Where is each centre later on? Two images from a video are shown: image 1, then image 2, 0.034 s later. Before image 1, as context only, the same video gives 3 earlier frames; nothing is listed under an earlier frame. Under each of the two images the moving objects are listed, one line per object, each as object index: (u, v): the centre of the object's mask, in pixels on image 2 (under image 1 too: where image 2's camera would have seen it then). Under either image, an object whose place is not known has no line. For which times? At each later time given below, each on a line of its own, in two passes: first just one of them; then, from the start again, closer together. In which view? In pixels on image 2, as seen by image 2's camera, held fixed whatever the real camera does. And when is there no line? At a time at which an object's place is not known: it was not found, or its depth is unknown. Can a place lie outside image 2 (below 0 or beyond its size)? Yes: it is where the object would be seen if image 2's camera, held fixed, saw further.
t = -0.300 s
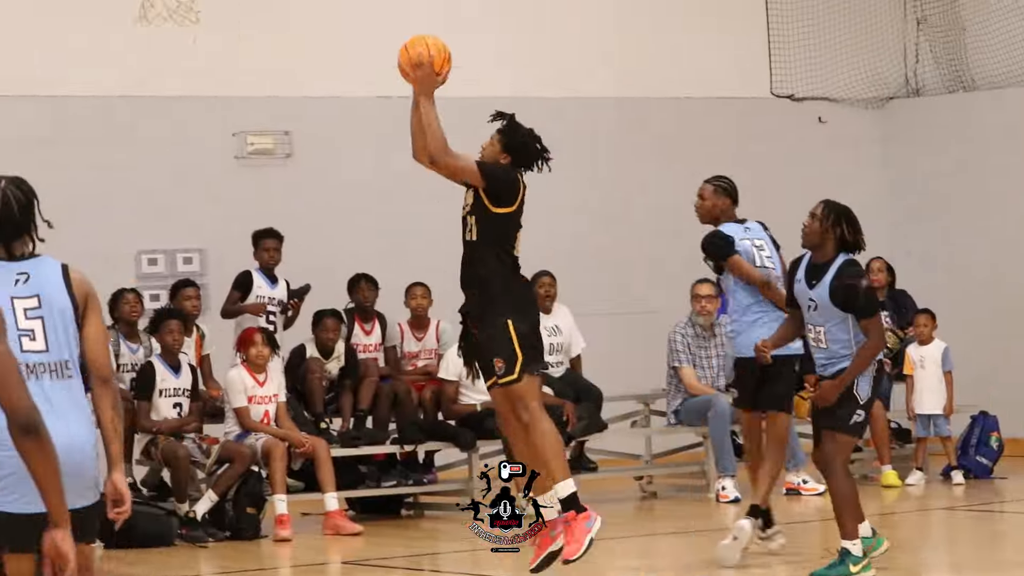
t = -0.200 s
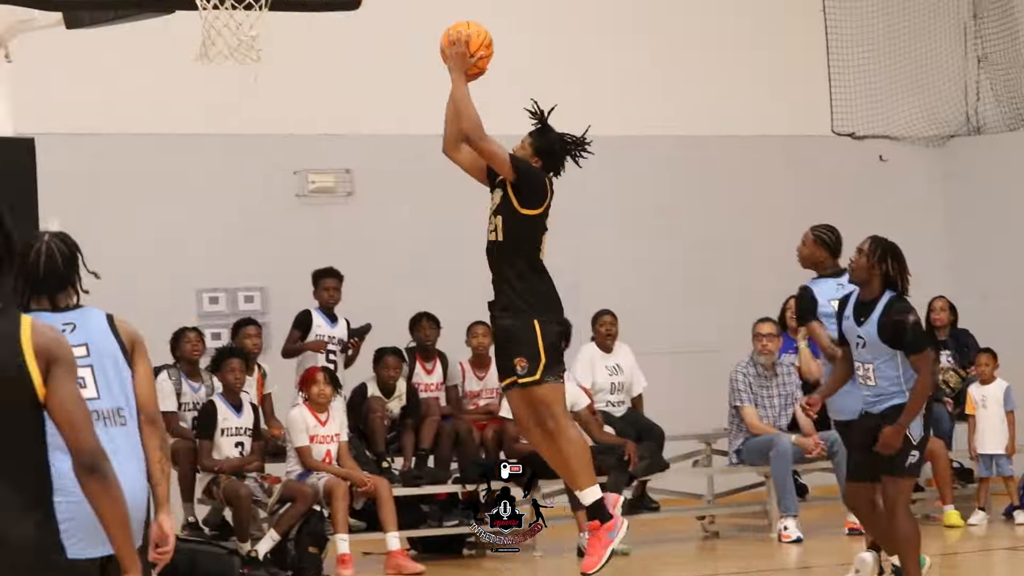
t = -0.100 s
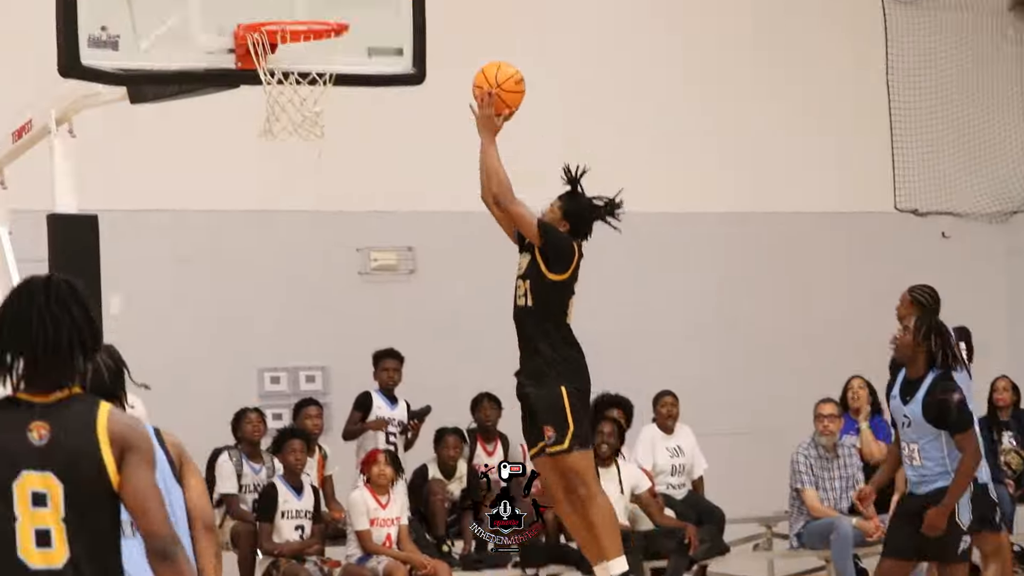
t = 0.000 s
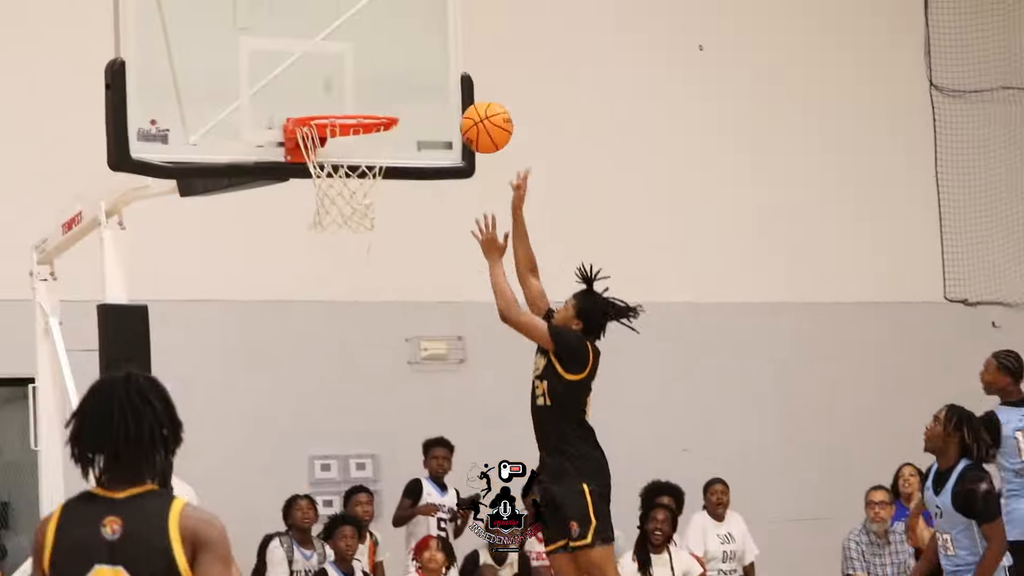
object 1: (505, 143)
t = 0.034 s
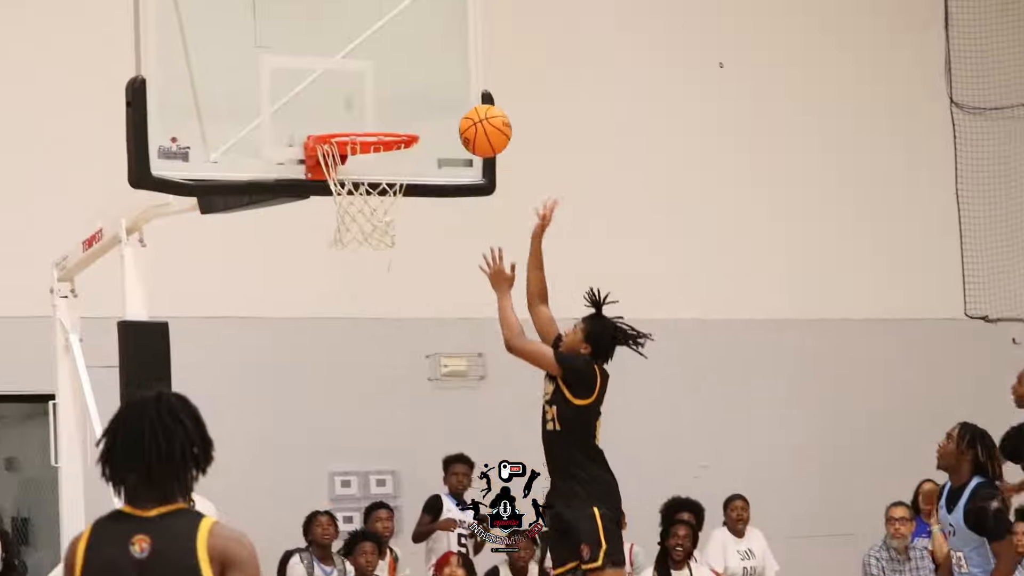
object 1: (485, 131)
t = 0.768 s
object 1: (368, 362)
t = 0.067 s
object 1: (467, 121)
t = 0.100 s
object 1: (448, 114)
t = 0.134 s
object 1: (428, 109)
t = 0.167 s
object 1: (408, 105)
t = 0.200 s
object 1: (392, 103)
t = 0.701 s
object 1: (373, 306)
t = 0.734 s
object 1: (370, 333)
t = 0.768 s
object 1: (368, 362)
